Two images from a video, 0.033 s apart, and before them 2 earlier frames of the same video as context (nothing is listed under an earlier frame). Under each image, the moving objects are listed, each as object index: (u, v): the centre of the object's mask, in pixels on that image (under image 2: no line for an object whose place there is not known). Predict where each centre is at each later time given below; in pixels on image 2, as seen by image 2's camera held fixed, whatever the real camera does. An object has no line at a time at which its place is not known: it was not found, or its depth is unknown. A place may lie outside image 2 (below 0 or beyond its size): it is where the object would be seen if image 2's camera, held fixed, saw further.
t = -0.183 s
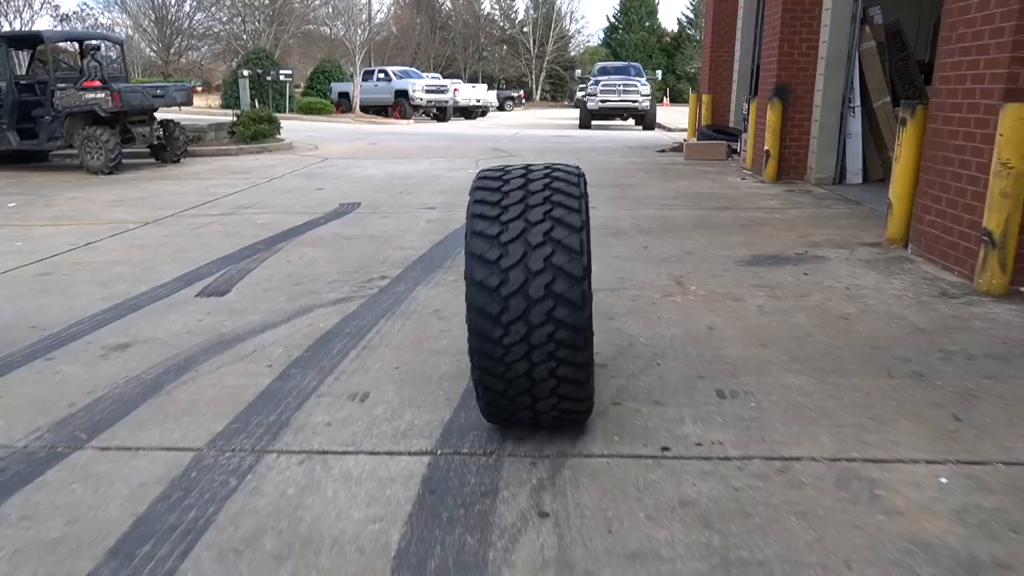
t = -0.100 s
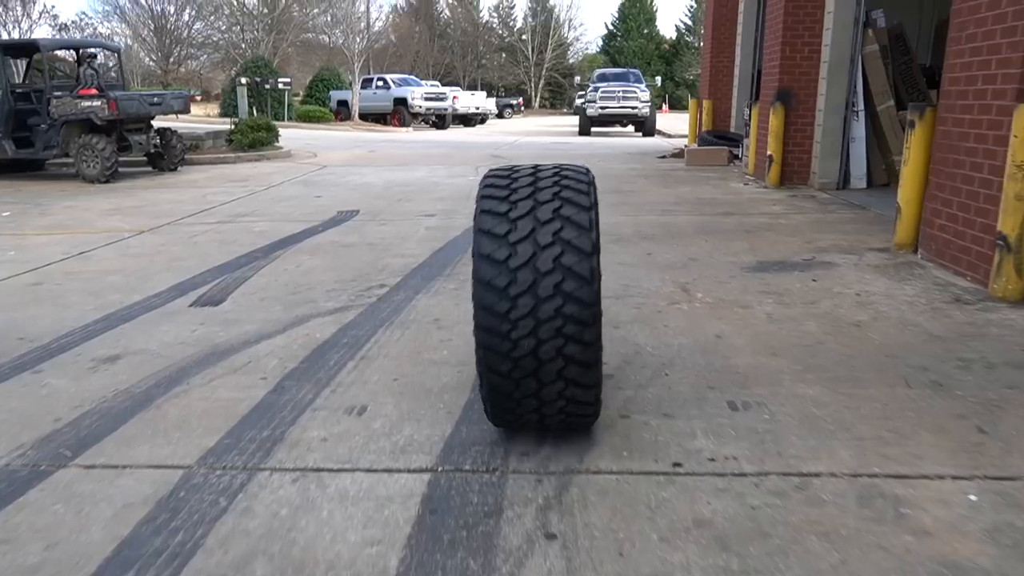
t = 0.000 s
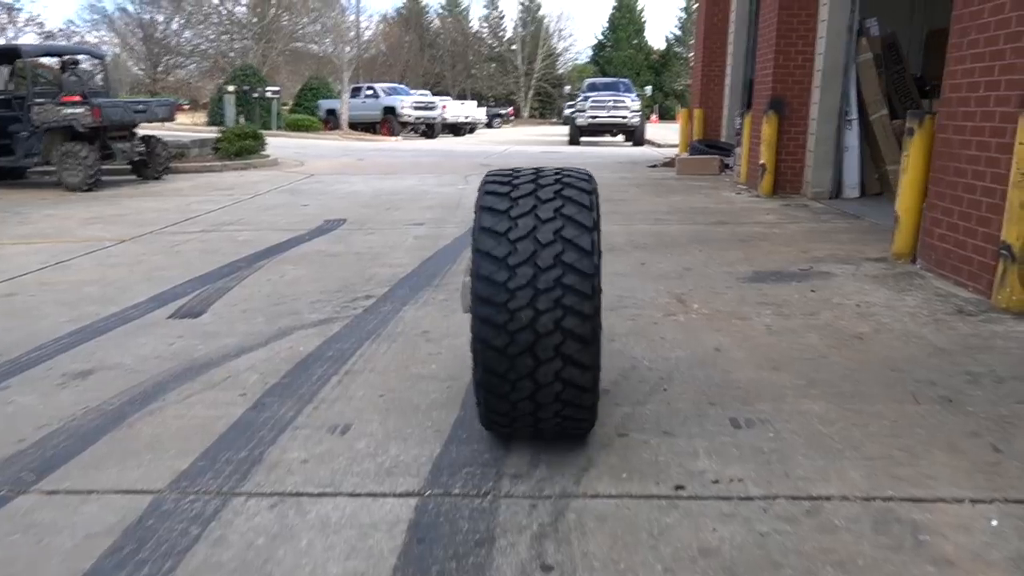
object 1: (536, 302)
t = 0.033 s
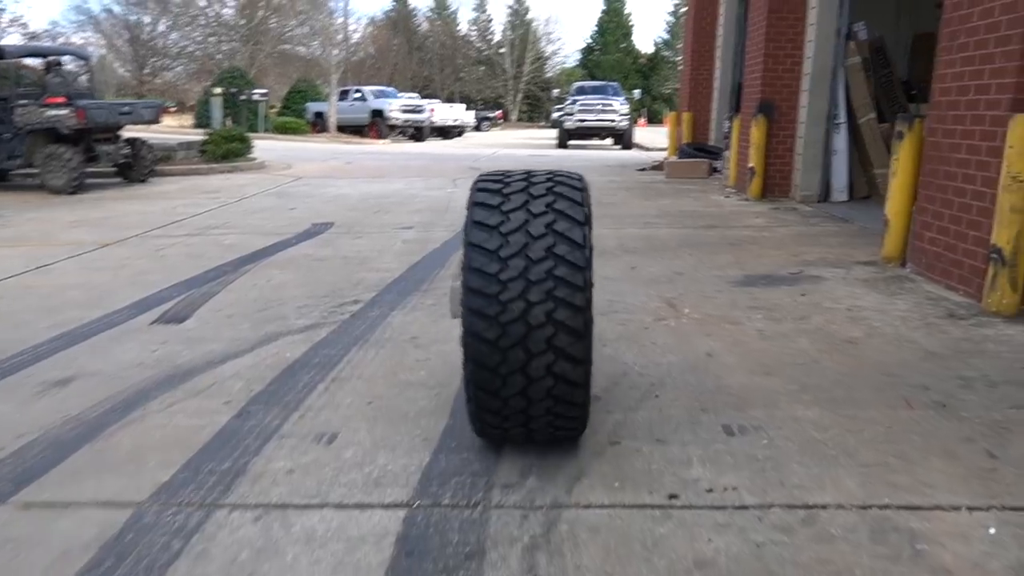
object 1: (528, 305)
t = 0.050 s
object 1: (527, 305)
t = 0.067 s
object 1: (527, 304)
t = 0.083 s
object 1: (527, 302)
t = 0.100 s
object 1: (528, 300)
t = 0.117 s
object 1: (528, 300)
